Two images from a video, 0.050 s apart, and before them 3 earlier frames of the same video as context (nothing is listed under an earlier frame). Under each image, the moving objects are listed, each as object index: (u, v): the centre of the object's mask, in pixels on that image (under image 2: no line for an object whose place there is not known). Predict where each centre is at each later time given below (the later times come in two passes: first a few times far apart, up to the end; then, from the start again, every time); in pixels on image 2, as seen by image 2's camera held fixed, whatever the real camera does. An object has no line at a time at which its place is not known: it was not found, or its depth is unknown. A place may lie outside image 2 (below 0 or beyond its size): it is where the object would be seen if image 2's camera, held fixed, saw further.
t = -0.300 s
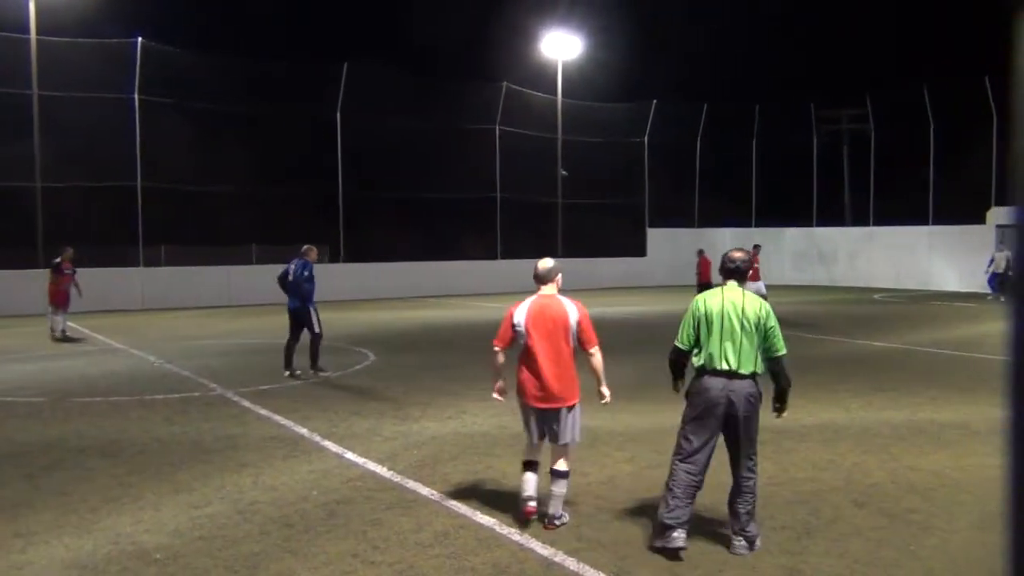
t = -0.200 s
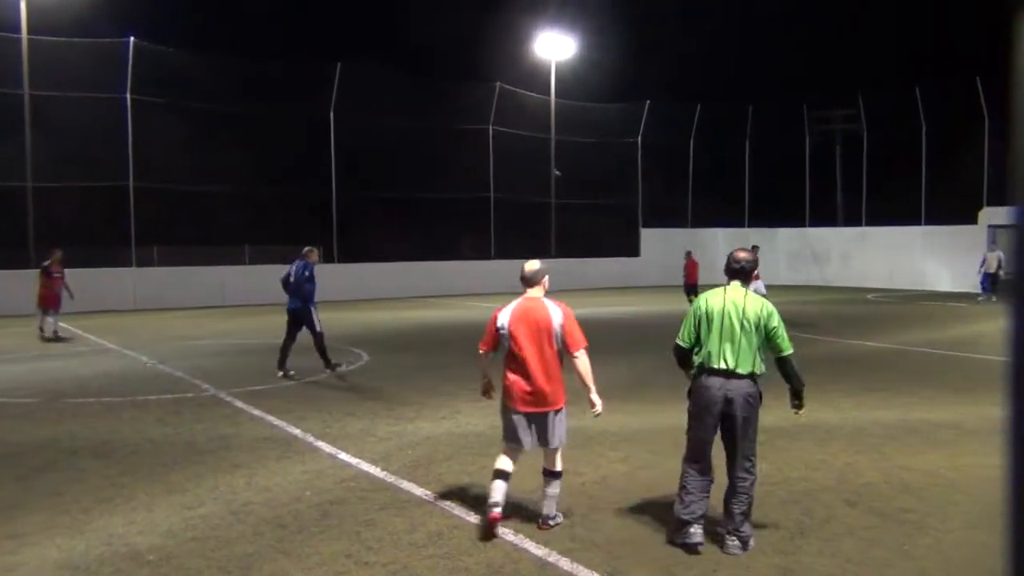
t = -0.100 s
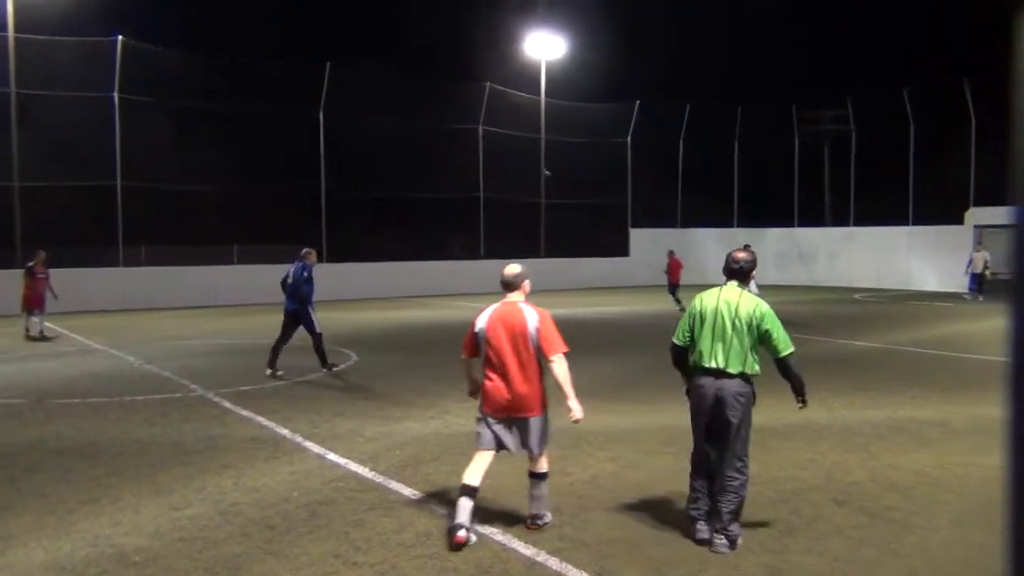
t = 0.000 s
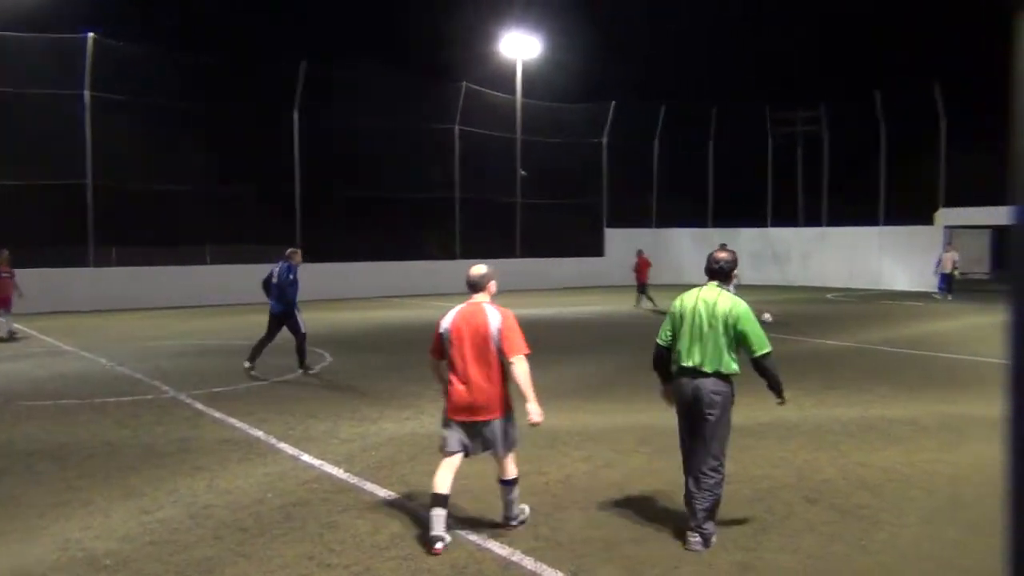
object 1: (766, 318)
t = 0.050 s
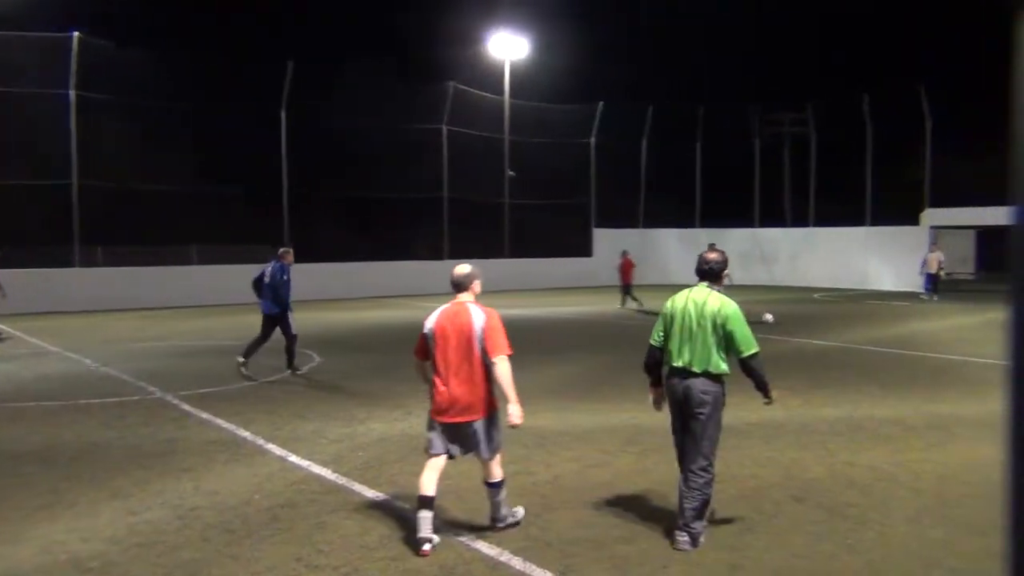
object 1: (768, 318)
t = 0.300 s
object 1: (844, 331)
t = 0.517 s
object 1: (918, 342)
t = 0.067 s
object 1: (772, 319)
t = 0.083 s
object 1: (777, 319)
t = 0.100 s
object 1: (782, 320)
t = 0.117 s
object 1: (787, 321)
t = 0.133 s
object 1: (792, 322)
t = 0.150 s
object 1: (797, 323)
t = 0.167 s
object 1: (802, 325)
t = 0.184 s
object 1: (807, 326)
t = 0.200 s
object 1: (812, 327)
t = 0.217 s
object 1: (817, 327)
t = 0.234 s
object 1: (822, 328)
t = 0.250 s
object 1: (828, 328)
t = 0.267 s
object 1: (834, 329)
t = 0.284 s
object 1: (839, 330)
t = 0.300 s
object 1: (844, 331)
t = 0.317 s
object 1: (850, 332)
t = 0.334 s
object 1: (856, 333)
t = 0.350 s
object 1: (861, 334)
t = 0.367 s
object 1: (866, 334)
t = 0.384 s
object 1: (872, 335)
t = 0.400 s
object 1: (878, 335)
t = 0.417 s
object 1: (884, 337)
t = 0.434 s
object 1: (890, 338)
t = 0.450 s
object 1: (897, 339)
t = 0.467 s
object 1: (901, 340)
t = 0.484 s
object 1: (908, 341)
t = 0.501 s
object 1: (912, 341)
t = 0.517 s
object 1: (918, 342)
